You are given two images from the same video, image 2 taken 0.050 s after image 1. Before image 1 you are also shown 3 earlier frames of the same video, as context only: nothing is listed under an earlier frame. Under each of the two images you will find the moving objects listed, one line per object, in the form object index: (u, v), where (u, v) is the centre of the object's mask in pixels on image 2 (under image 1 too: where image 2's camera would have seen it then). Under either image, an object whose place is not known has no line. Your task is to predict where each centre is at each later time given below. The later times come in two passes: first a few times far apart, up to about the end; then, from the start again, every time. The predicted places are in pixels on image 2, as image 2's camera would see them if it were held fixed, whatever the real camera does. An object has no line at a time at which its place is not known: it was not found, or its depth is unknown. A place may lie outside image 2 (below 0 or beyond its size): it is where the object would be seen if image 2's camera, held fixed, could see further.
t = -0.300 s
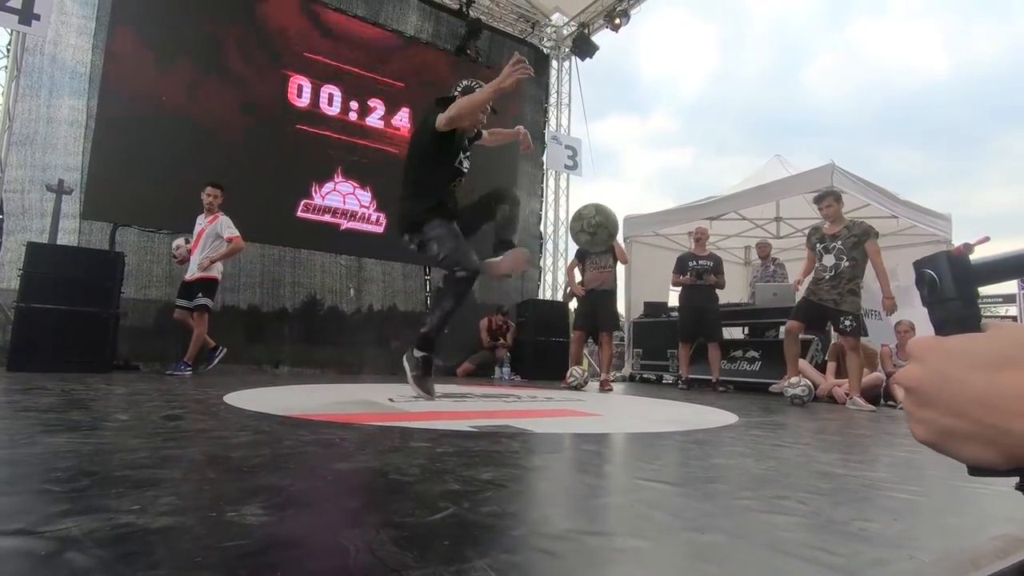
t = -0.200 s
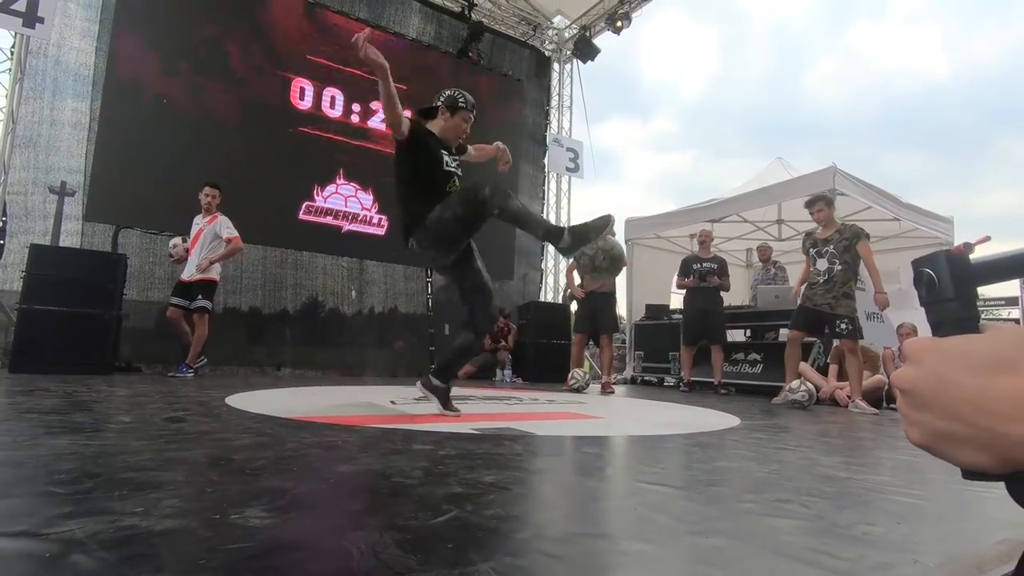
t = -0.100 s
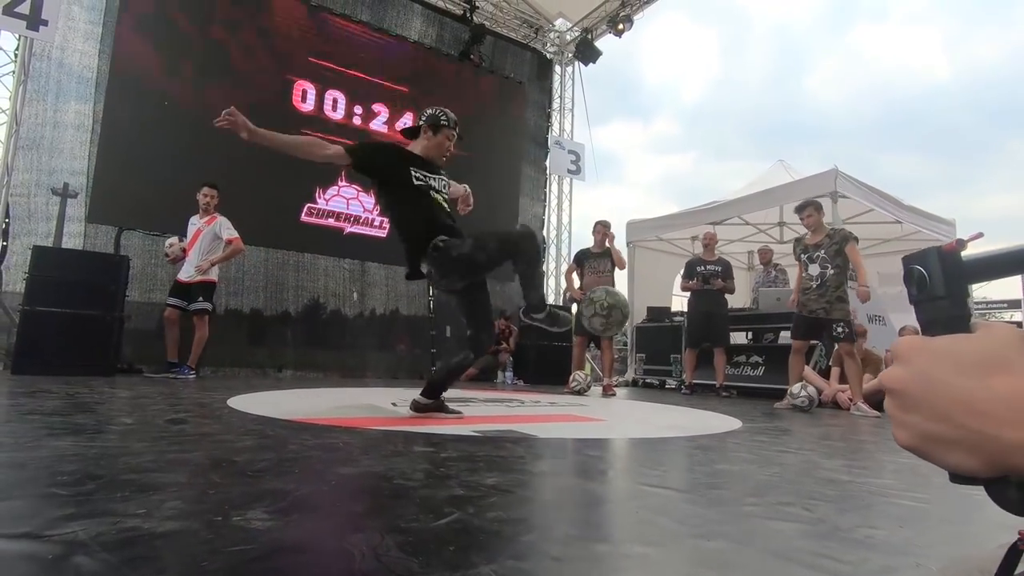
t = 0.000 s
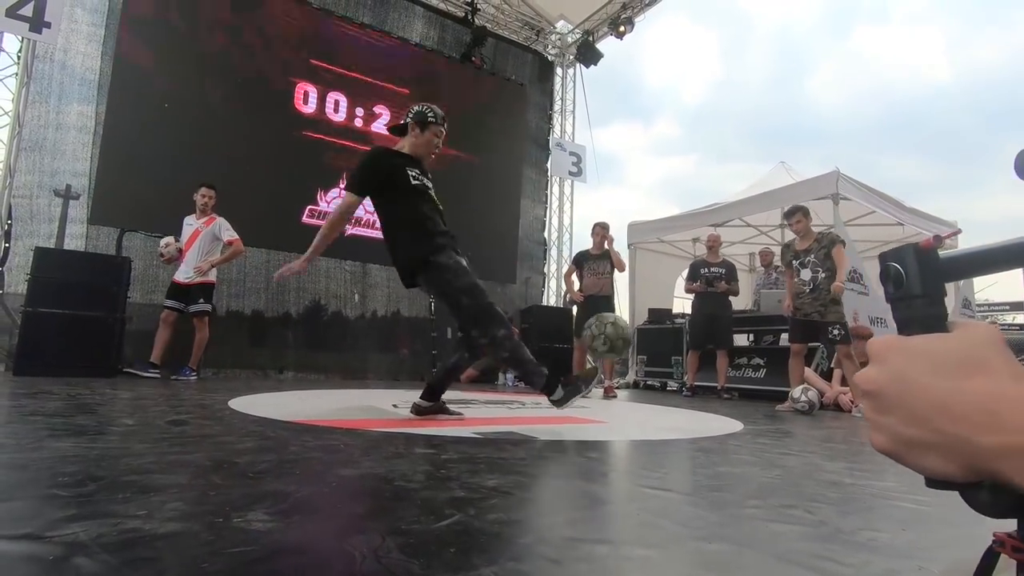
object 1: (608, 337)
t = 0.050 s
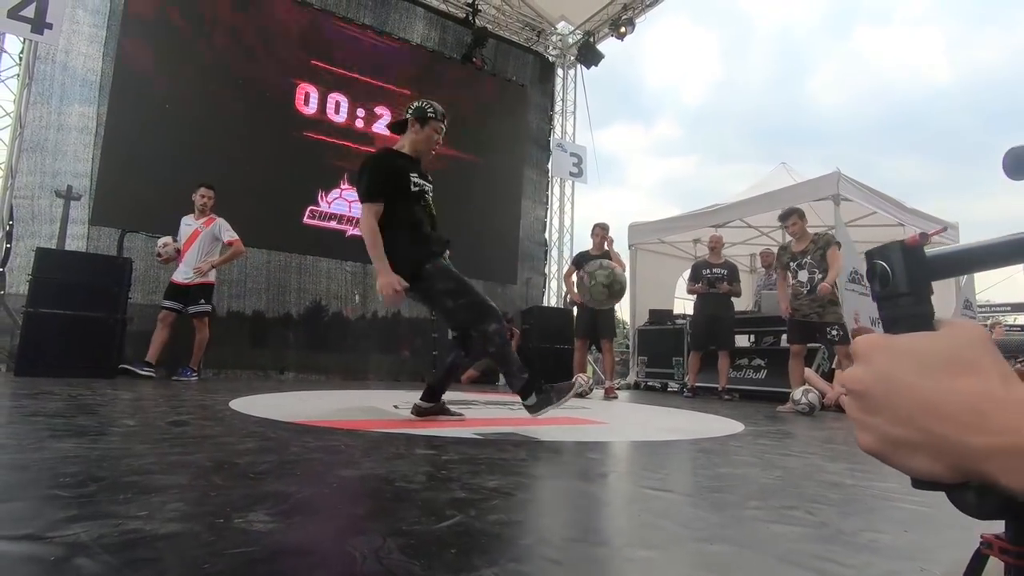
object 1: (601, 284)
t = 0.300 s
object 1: (569, 90)
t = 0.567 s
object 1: (524, 23)
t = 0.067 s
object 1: (600, 266)
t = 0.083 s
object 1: (597, 250)
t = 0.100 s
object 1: (595, 235)
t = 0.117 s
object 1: (593, 219)
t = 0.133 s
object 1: (591, 205)
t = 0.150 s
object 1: (589, 191)
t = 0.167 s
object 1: (587, 178)
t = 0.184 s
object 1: (585, 165)
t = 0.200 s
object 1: (583, 153)
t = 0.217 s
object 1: (581, 141)
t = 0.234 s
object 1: (578, 130)
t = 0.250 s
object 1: (576, 120)
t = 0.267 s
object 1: (574, 110)
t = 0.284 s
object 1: (572, 100)
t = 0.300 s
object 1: (569, 90)
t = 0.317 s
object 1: (567, 82)
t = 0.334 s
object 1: (564, 75)
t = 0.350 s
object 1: (562, 68)
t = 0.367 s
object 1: (559, 60)
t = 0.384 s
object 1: (557, 53)
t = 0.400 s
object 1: (554, 49)
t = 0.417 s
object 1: (551, 44)
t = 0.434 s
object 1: (548, 39)
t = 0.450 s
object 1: (545, 36)
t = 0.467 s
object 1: (543, 32)
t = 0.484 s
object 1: (540, 29)
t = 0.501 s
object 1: (537, 27)
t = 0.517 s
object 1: (534, 25)
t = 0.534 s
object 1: (530, 23)
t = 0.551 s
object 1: (526, 22)
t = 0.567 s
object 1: (524, 23)
